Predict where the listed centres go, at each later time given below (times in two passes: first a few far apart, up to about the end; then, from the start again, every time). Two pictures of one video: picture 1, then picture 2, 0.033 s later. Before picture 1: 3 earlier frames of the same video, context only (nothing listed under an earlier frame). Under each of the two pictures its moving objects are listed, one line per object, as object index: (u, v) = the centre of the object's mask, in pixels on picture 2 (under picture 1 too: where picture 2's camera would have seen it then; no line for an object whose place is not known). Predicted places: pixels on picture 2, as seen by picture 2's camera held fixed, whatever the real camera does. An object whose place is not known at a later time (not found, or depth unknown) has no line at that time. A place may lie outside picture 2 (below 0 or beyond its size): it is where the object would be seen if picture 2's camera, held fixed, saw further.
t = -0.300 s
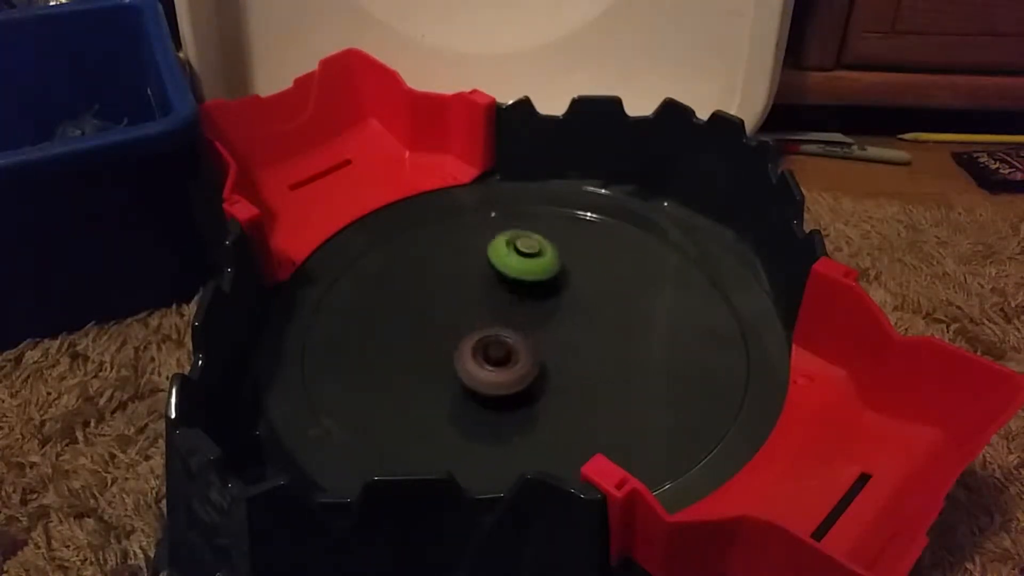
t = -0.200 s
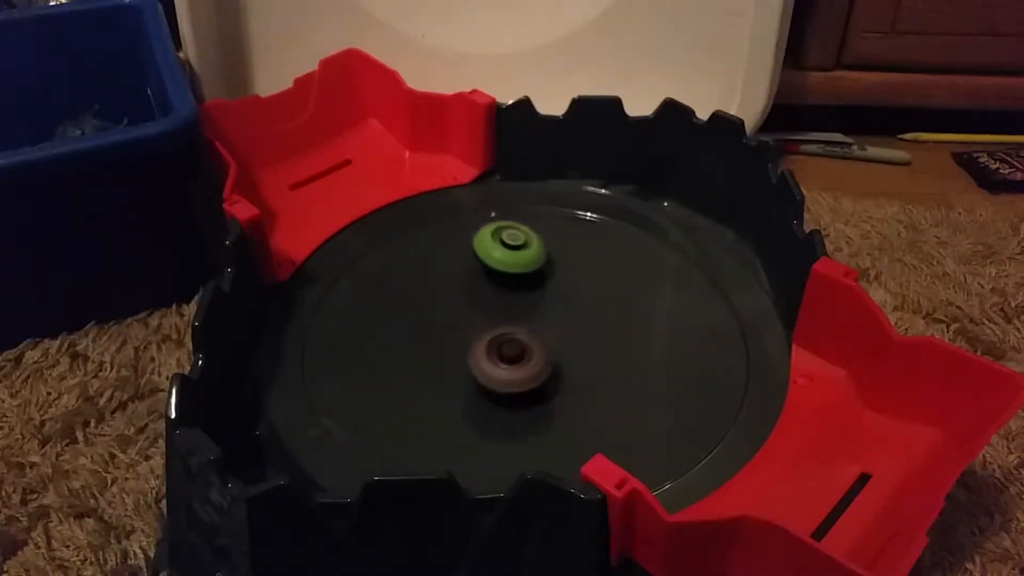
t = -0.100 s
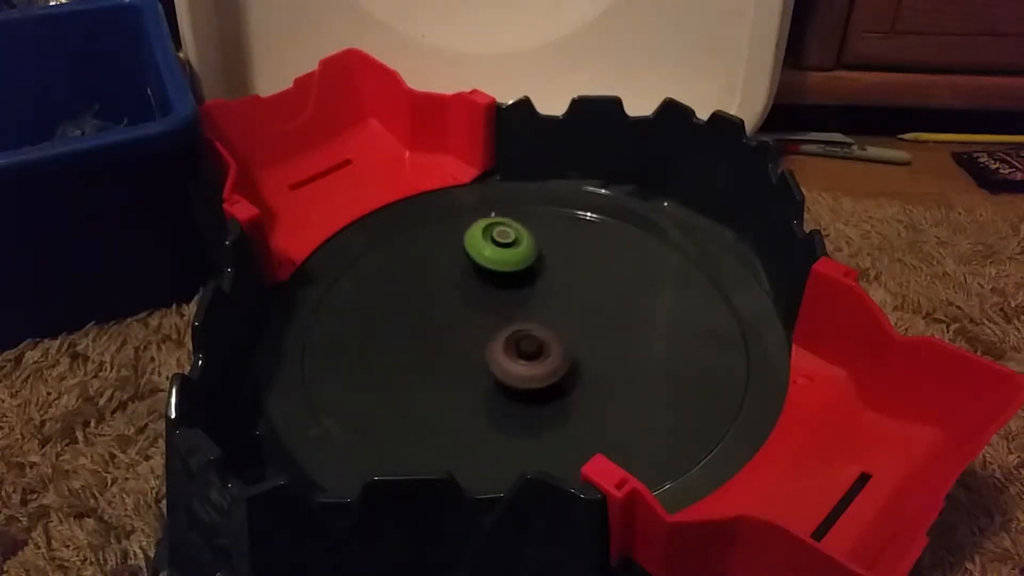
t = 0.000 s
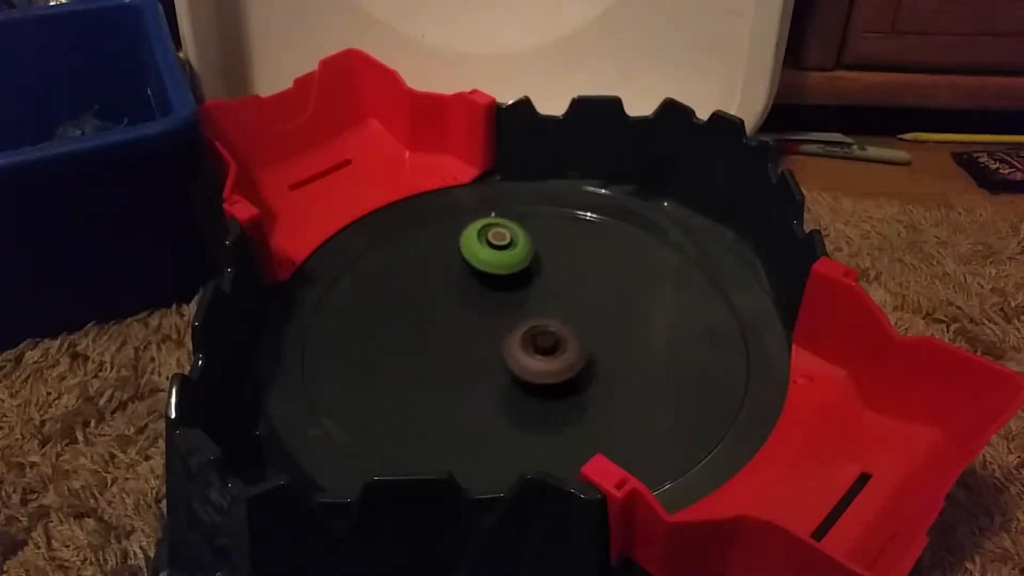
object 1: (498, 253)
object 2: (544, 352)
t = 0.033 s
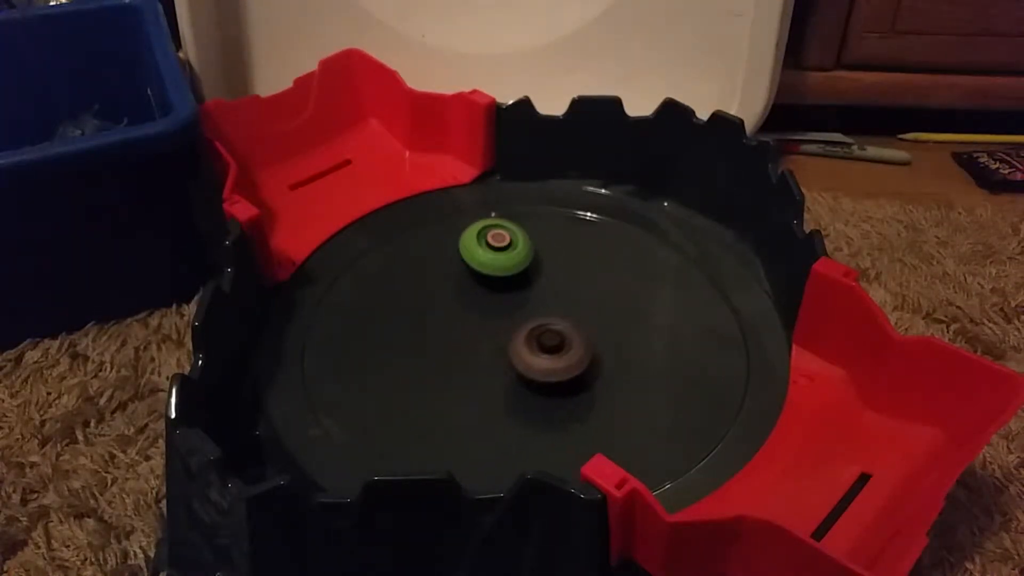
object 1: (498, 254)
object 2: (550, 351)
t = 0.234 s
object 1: (501, 265)
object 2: (572, 341)
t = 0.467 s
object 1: (511, 290)
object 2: (582, 333)
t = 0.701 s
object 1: (505, 319)
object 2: (591, 335)
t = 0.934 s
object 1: (482, 346)
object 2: (588, 339)
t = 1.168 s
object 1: (460, 358)
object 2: (560, 343)
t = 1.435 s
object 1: (443, 355)
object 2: (530, 344)
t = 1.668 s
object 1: (435, 345)
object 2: (522, 339)
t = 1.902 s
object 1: (444, 336)
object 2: (527, 332)
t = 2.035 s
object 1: (455, 335)
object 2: (539, 327)
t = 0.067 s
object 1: (498, 255)
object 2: (554, 349)
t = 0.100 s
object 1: (498, 257)
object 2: (559, 347)
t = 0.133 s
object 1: (498, 259)
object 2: (563, 346)
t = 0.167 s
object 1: (499, 261)
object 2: (567, 344)
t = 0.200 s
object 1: (500, 263)
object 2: (570, 343)
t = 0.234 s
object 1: (501, 265)
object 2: (572, 341)
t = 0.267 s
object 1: (502, 267)
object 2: (574, 340)
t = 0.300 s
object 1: (504, 270)
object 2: (576, 338)
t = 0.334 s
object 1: (505, 274)
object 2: (578, 337)
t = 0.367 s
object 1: (507, 277)
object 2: (579, 336)
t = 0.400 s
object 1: (508, 282)
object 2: (580, 335)
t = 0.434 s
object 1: (510, 286)
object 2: (581, 334)
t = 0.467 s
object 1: (511, 290)
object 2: (582, 333)
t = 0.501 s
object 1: (512, 294)
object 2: (582, 333)
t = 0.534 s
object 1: (513, 299)
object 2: (582, 332)
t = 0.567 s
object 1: (514, 304)
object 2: (583, 331)
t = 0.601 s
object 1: (513, 308)
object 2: (584, 332)
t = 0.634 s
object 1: (512, 312)
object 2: (585, 332)
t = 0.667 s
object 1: (509, 316)
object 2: (588, 333)
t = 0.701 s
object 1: (505, 319)
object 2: (591, 335)
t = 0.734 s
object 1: (502, 323)
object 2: (592, 335)
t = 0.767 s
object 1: (499, 328)
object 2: (593, 336)
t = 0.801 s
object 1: (496, 332)
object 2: (594, 337)
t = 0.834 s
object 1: (493, 337)
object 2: (593, 337)
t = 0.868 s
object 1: (489, 340)
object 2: (592, 337)
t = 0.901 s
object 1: (486, 343)
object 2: (590, 338)
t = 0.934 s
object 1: (482, 346)
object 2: (588, 339)
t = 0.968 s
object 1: (478, 349)
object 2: (584, 339)
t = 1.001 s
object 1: (475, 352)
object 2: (581, 340)
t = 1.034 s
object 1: (472, 354)
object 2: (577, 341)
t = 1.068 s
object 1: (468, 355)
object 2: (573, 341)
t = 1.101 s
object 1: (465, 357)
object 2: (569, 342)
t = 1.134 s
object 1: (462, 358)
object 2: (564, 343)
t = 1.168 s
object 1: (460, 358)
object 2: (560, 343)
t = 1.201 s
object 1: (457, 359)
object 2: (556, 344)
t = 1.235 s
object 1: (455, 359)
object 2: (551, 344)
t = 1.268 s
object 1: (453, 359)
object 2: (546, 344)
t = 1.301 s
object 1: (452, 358)
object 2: (541, 344)
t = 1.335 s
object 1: (450, 358)
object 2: (536, 344)
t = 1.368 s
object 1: (448, 357)
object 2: (533, 344)
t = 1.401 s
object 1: (444, 356)
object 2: (532, 344)
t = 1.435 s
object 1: (443, 355)
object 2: (530, 344)
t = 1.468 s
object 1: (442, 354)
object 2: (526, 344)
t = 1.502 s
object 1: (441, 353)
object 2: (525, 343)
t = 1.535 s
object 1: (439, 351)
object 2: (524, 343)
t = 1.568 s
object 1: (438, 350)
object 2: (523, 342)
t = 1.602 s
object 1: (438, 348)
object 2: (522, 341)
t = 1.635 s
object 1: (436, 346)
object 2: (522, 340)
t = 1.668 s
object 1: (435, 345)
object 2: (522, 339)
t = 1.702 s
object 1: (436, 344)
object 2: (522, 338)
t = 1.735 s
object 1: (437, 343)
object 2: (521, 337)
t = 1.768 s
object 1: (438, 341)
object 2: (522, 336)
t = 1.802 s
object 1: (439, 340)
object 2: (523, 335)
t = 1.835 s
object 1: (441, 338)
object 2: (524, 335)
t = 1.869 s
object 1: (442, 337)
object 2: (525, 334)
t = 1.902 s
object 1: (444, 336)
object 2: (527, 332)
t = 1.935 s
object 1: (447, 336)
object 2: (530, 331)
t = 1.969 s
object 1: (450, 335)
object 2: (533, 329)
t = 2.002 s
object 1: (453, 335)
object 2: (535, 328)
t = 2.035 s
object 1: (455, 335)
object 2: (539, 327)
